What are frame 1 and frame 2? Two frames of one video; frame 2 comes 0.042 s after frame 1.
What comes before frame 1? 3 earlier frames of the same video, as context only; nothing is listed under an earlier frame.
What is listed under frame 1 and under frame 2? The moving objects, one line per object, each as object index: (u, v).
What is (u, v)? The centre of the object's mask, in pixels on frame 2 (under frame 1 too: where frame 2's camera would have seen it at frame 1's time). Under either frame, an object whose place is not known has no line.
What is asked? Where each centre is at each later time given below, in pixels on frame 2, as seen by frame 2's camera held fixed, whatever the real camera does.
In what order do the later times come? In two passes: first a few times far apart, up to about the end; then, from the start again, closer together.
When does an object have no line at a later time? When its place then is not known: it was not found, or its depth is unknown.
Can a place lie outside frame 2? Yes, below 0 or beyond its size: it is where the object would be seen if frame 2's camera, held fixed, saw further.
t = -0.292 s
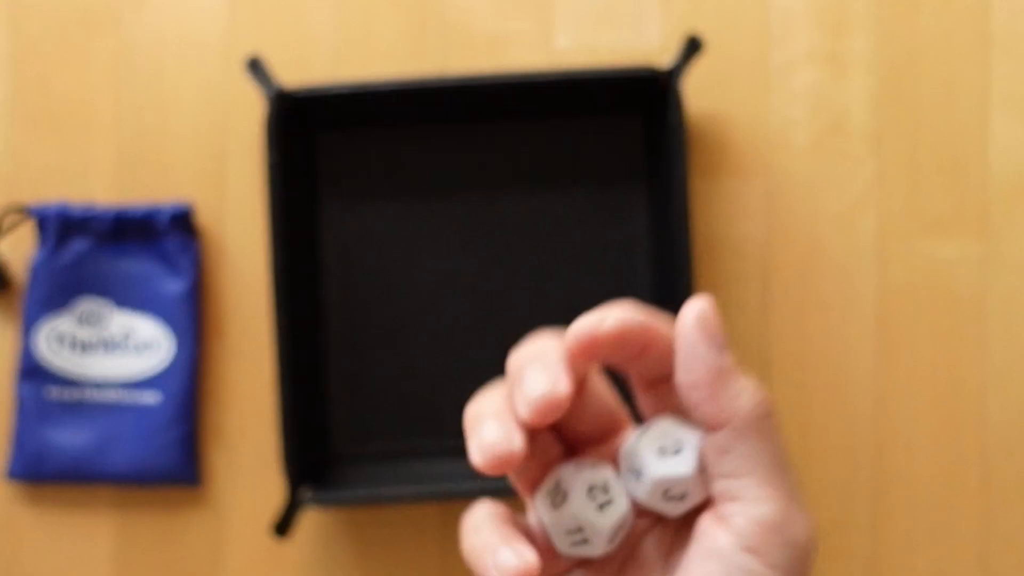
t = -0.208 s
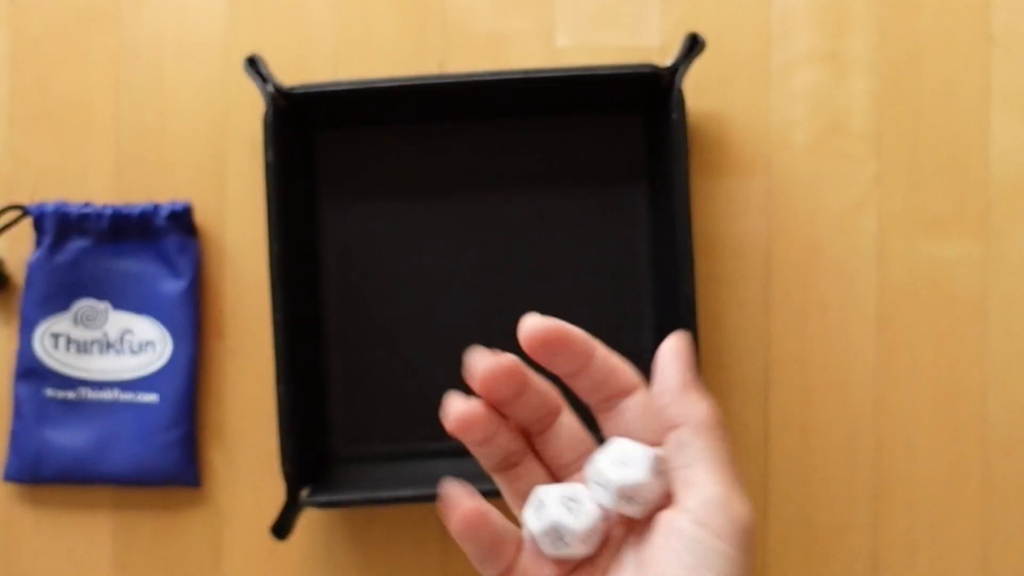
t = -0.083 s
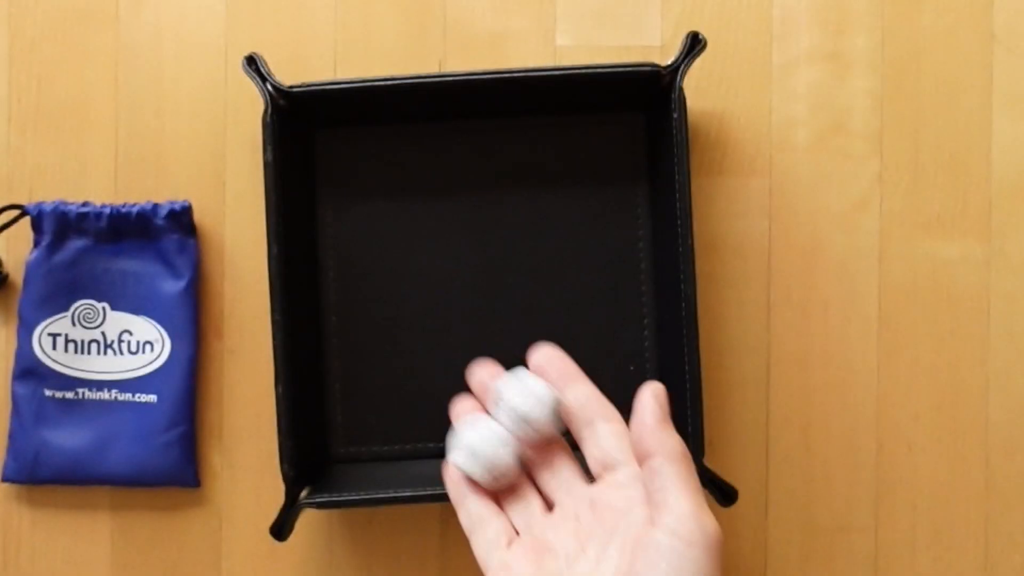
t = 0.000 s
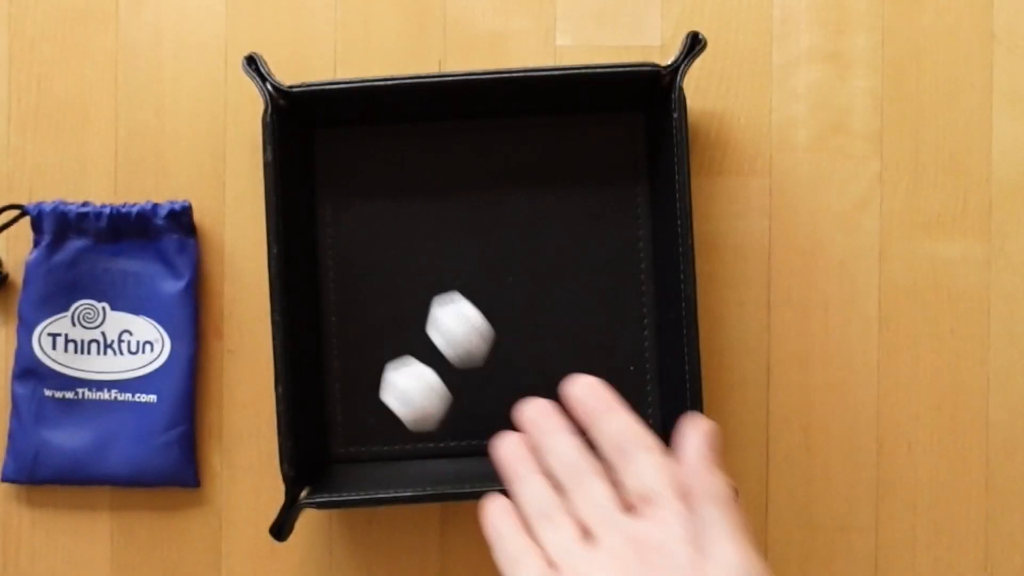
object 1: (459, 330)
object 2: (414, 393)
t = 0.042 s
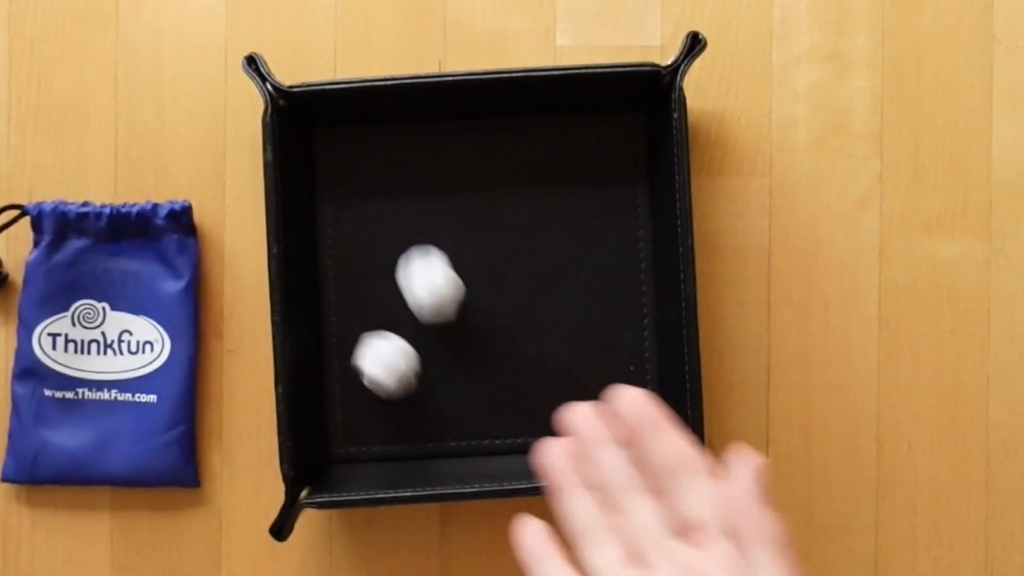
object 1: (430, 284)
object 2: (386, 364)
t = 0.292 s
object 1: (344, 161)
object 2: (374, 213)
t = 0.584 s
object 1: (366, 156)
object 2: (461, 173)
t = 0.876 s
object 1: (365, 156)
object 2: (465, 172)
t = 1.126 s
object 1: (365, 156)
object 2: (465, 172)
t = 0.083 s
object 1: (402, 232)
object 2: (335, 342)
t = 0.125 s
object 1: (378, 183)
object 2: (337, 313)
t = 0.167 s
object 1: (348, 136)
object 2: (353, 285)
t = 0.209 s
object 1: (330, 145)
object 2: (361, 259)
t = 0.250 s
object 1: (337, 152)
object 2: (368, 235)
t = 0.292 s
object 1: (344, 161)
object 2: (374, 213)
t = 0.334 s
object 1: (341, 155)
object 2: (384, 204)
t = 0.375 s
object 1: (339, 151)
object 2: (399, 199)
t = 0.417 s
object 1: (339, 150)
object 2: (411, 193)
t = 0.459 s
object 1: (346, 150)
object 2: (423, 186)
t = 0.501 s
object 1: (356, 151)
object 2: (438, 180)
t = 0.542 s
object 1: (364, 154)
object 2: (453, 175)
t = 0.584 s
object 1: (366, 156)
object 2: (461, 173)
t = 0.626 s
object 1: (365, 156)
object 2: (465, 172)
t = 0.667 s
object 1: (365, 156)
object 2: (465, 173)
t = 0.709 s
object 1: (365, 156)
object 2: (465, 172)
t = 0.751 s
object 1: (365, 156)
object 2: (465, 172)
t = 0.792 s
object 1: (365, 156)
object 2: (465, 172)
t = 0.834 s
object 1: (365, 156)
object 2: (465, 172)
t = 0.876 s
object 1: (365, 156)
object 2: (465, 172)
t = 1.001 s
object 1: (365, 156)
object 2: (465, 172)
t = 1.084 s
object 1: (365, 156)
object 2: (465, 172)
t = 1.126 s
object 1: (365, 156)
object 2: (465, 172)
